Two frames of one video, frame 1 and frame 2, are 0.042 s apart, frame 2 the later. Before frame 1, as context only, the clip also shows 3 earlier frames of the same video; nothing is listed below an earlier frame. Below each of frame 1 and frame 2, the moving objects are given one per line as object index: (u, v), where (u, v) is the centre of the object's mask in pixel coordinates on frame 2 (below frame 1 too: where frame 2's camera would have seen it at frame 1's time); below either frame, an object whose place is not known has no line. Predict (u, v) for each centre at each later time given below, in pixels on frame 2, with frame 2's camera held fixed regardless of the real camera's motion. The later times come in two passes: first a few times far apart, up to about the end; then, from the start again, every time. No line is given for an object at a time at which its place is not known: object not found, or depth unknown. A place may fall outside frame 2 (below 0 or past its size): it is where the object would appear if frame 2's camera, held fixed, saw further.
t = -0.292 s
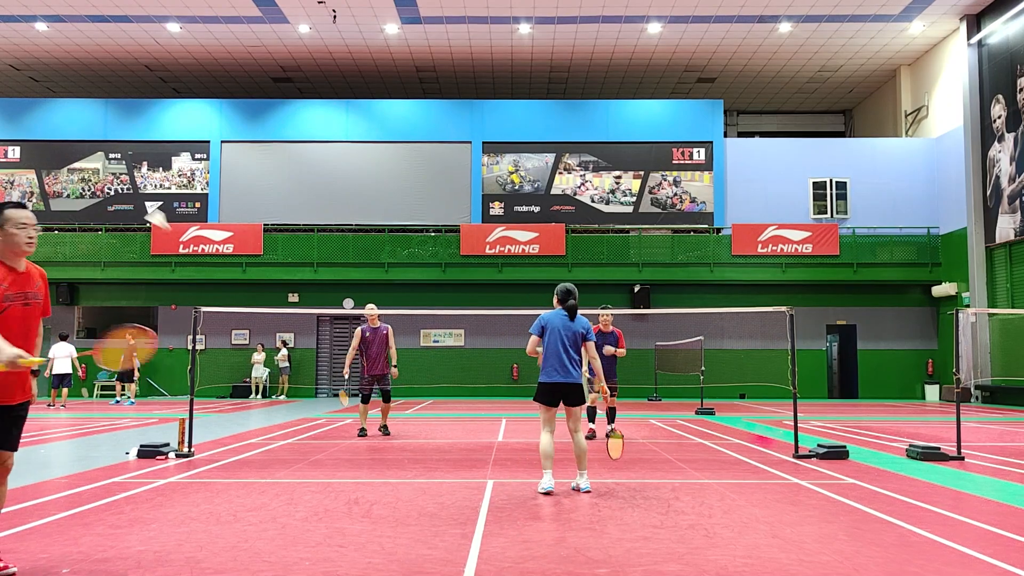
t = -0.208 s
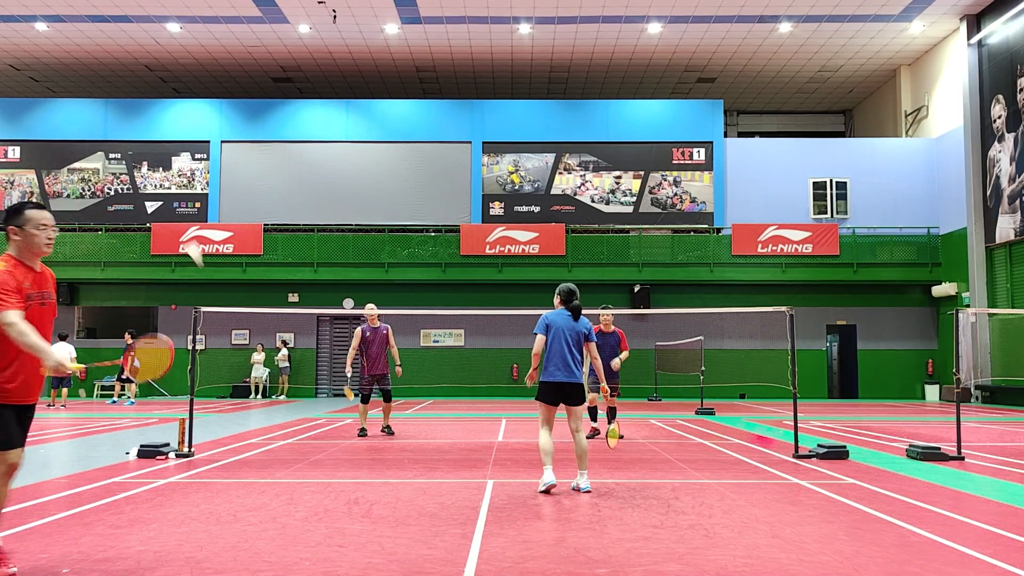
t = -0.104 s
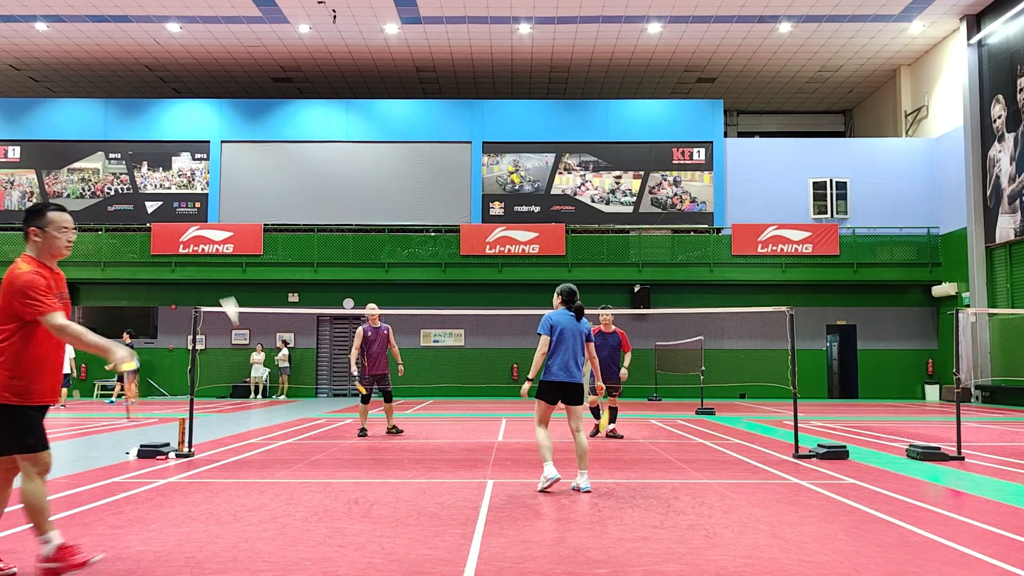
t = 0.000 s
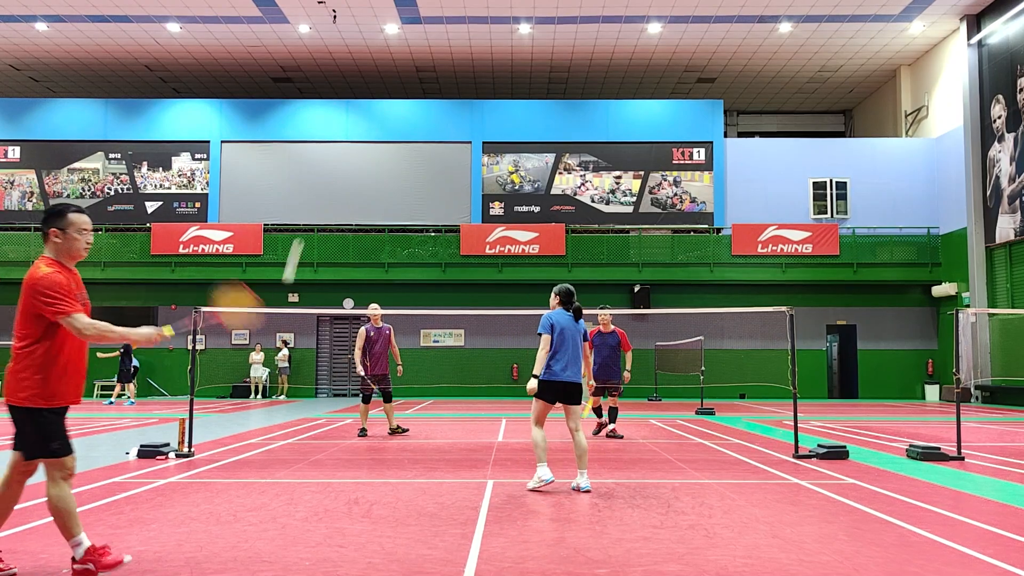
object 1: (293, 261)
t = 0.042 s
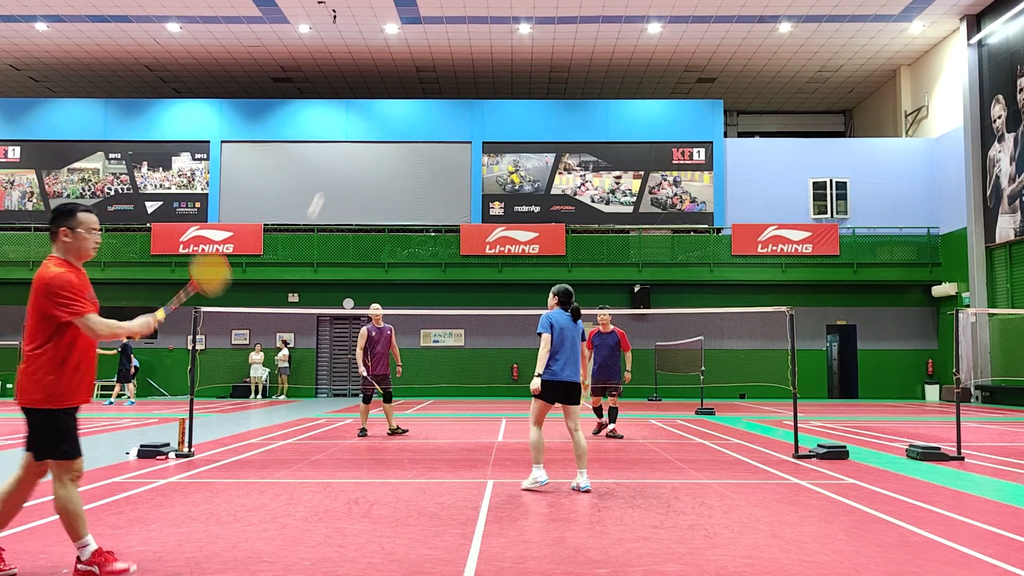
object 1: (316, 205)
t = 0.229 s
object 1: (360, 121)
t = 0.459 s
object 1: (381, 117)
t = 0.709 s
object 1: (395, 158)
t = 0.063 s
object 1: (324, 188)
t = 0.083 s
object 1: (330, 173)
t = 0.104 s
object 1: (336, 162)
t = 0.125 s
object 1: (341, 151)
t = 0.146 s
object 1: (346, 143)
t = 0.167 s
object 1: (350, 135)
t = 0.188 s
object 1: (354, 130)
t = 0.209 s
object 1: (357, 125)
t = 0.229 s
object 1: (360, 121)
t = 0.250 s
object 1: (363, 118)
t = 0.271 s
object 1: (365, 116)
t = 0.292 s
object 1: (368, 114)
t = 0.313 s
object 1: (370, 113)
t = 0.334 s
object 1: (372, 112)
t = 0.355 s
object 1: (373, 112)
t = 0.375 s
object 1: (375, 112)
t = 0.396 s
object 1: (377, 113)
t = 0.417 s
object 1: (378, 114)
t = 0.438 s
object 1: (380, 116)
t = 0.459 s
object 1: (381, 117)
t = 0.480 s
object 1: (383, 119)
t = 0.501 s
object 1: (384, 122)
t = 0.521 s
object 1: (385, 124)
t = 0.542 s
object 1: (386, 127)
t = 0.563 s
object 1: (388, 130)
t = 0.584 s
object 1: (389, 133)
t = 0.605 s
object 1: (390, 137)
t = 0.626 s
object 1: (391, 141)
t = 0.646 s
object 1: (391, 145)
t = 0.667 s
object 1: (393, 149)
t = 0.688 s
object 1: (394, 153)
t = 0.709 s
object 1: (395, 158)
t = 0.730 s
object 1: (396, 163)
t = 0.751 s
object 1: (397, 168)
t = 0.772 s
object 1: (398, 173)
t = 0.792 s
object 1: (399, 178)
